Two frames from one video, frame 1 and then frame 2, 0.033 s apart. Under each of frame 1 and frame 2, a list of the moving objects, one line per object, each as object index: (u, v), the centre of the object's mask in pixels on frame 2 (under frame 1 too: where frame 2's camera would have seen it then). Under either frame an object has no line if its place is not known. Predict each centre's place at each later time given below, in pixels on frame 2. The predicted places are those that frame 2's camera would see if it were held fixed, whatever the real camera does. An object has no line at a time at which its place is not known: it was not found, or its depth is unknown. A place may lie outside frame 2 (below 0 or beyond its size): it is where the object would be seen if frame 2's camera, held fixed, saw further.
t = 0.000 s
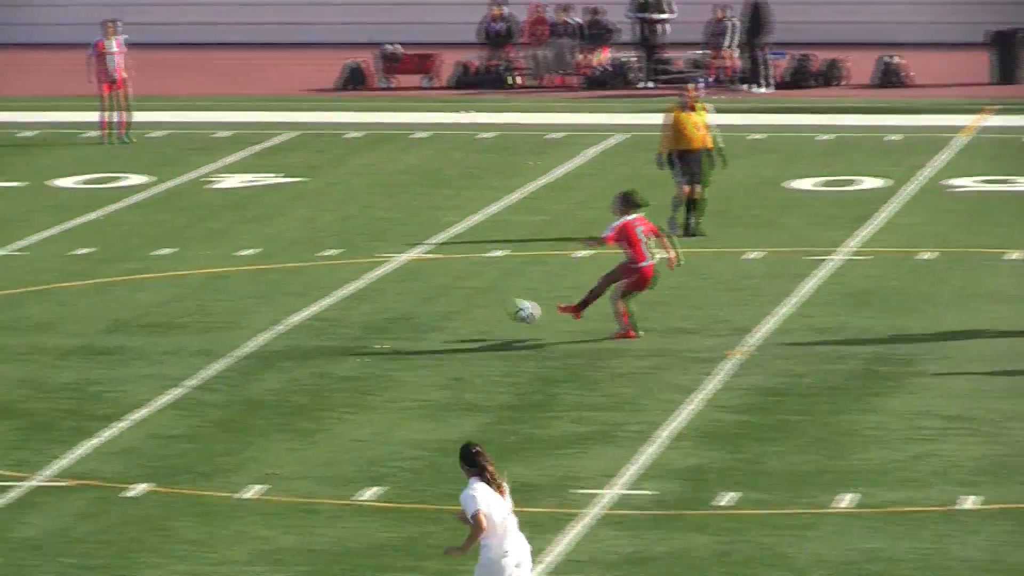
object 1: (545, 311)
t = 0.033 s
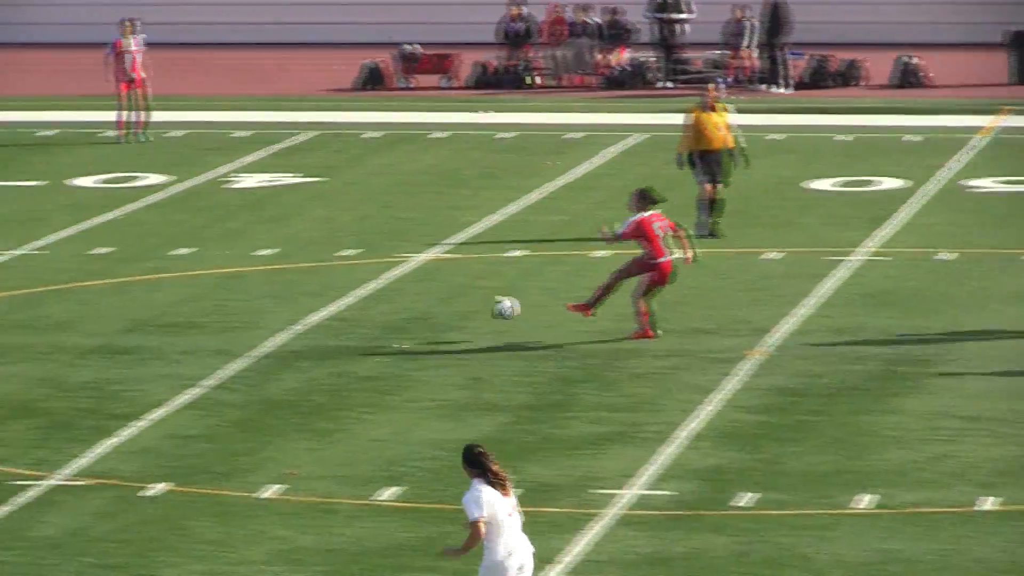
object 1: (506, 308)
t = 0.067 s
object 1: (467, 306)
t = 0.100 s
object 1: (429, 306)
